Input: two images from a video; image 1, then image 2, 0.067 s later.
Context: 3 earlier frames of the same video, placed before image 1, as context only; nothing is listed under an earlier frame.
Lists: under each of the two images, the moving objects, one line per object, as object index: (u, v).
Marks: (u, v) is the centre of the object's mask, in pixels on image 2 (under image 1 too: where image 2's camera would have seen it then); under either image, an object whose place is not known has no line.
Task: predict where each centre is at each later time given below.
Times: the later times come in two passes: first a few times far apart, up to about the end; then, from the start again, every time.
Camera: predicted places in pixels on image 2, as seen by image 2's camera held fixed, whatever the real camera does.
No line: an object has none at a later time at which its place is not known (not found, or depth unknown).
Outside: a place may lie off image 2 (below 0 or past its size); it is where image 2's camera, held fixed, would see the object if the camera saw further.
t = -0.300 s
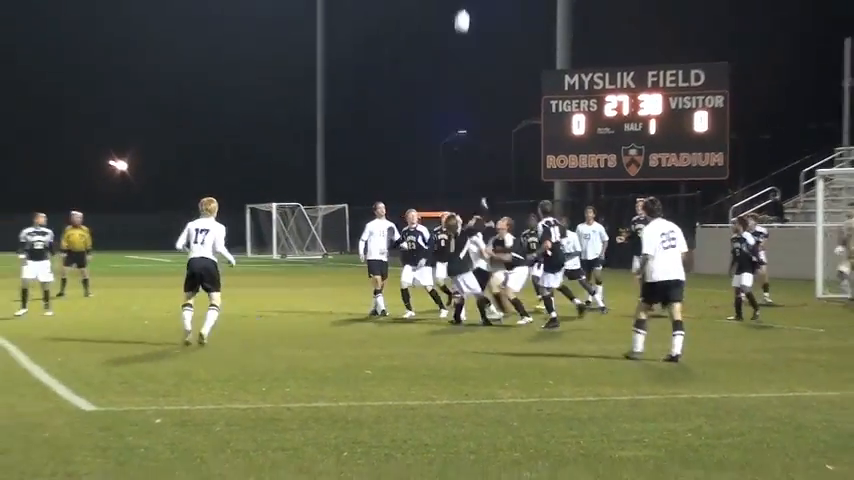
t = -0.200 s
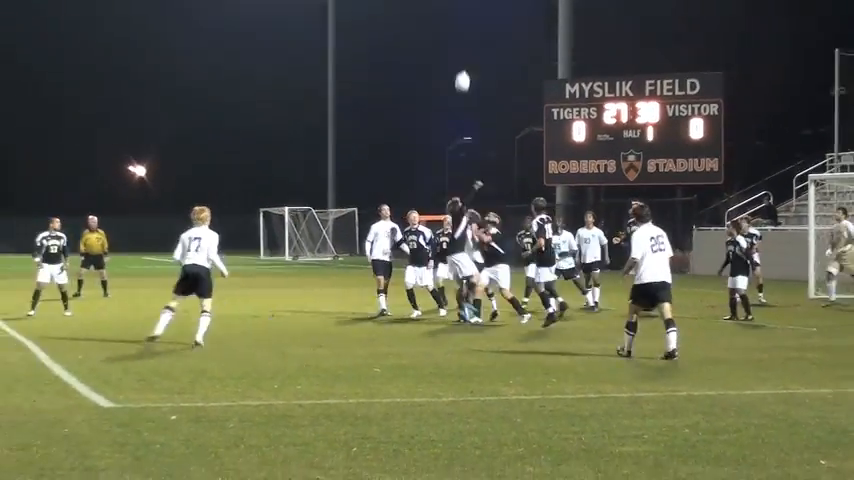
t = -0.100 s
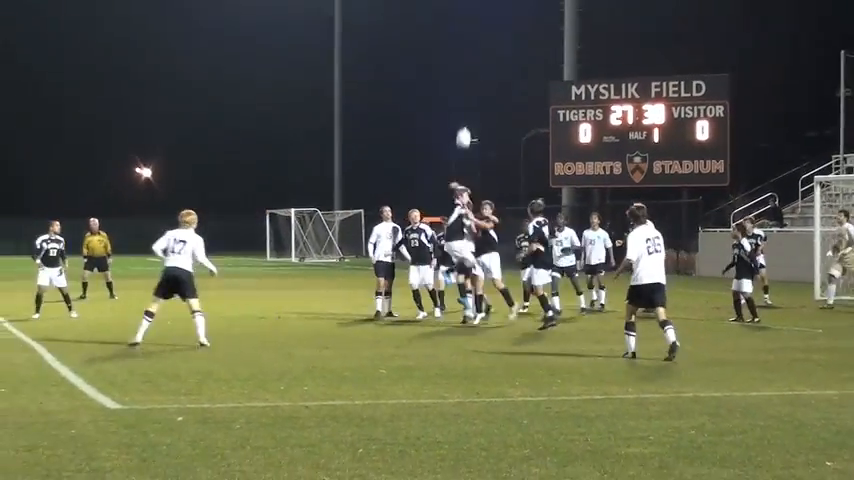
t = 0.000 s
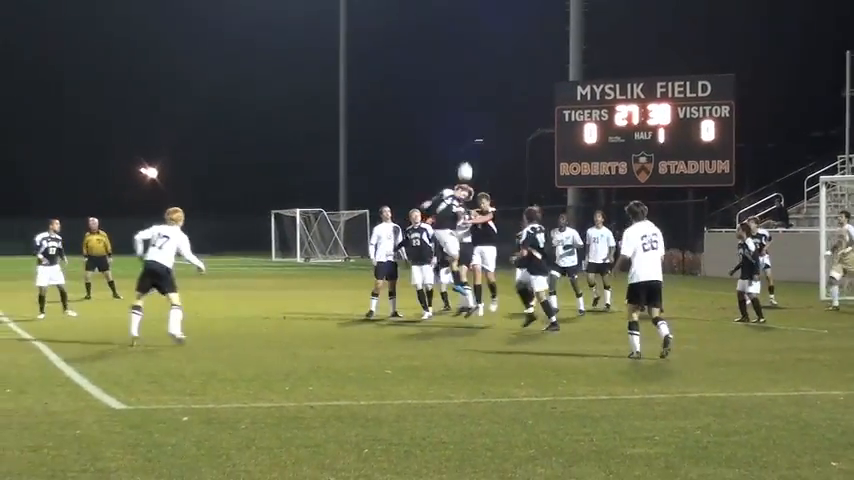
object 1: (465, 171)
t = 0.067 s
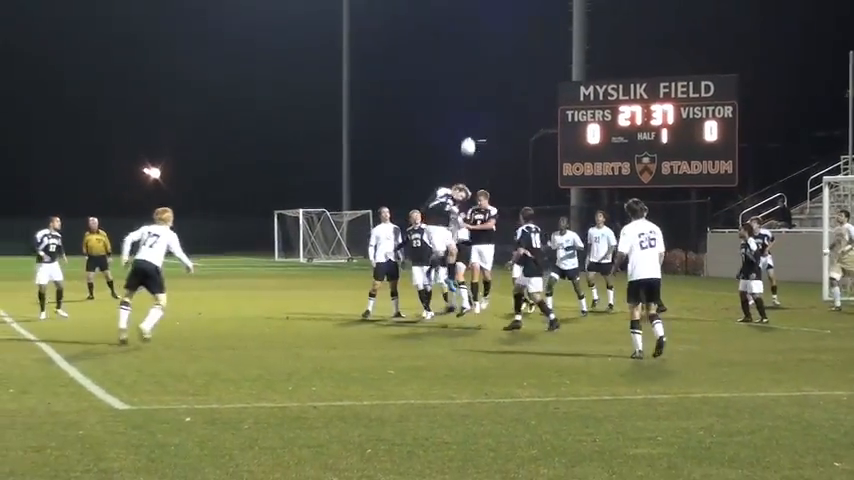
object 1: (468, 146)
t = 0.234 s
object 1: (472, 95)
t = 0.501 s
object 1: (472, 50)
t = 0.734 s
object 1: (470, 46)
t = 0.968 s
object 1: (467, 73)
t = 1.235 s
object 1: (464, 142)
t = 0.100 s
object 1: (469, 134)
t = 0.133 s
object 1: (469, 123)
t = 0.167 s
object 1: (470, 113)
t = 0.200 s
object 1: (471, 104)
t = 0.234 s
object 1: (472, 95)
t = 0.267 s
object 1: (472, 87)
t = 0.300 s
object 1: (472, 80)
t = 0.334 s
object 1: (472, 73)
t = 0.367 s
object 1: (472, 67)
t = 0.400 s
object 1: (472, 61)
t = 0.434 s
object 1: (472, 57)
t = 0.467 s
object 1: (472, 52)
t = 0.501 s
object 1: (472, 50)
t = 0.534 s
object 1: (472, 47)
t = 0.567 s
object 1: (471, 46)
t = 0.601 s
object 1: (470, 44)
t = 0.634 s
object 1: (470, 43)
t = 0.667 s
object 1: (470, 43)
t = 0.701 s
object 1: (470, 44)
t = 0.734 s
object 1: (470, 46)
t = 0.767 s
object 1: (470, 47)
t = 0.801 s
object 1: (469, 50)
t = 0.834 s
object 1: (469, 54)
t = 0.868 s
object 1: (468, 57)
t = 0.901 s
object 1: (468, 62)
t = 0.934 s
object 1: (467, 67)
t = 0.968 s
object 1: (467, 73)
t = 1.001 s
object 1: (467, 79)
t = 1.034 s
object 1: (467, 86)
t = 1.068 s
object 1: (466, 94)
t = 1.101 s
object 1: (466, 103)
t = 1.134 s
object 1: (465, 111)
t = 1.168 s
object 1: (465, 122)
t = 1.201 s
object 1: (465, 132)
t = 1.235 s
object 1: (464, 142)
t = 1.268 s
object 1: (463, 154)
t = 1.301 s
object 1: (462, 166)
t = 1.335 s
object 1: (462, 178)
